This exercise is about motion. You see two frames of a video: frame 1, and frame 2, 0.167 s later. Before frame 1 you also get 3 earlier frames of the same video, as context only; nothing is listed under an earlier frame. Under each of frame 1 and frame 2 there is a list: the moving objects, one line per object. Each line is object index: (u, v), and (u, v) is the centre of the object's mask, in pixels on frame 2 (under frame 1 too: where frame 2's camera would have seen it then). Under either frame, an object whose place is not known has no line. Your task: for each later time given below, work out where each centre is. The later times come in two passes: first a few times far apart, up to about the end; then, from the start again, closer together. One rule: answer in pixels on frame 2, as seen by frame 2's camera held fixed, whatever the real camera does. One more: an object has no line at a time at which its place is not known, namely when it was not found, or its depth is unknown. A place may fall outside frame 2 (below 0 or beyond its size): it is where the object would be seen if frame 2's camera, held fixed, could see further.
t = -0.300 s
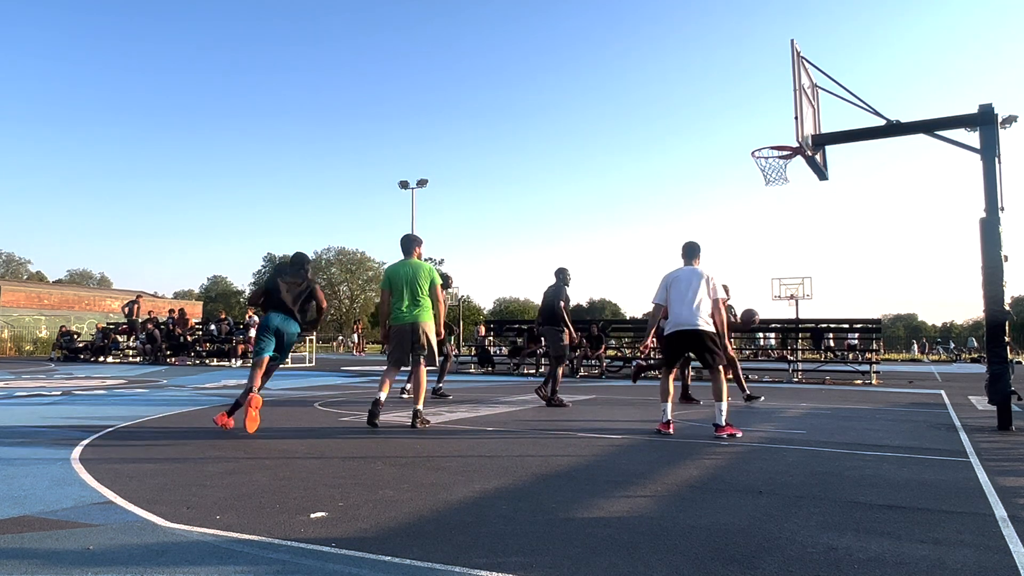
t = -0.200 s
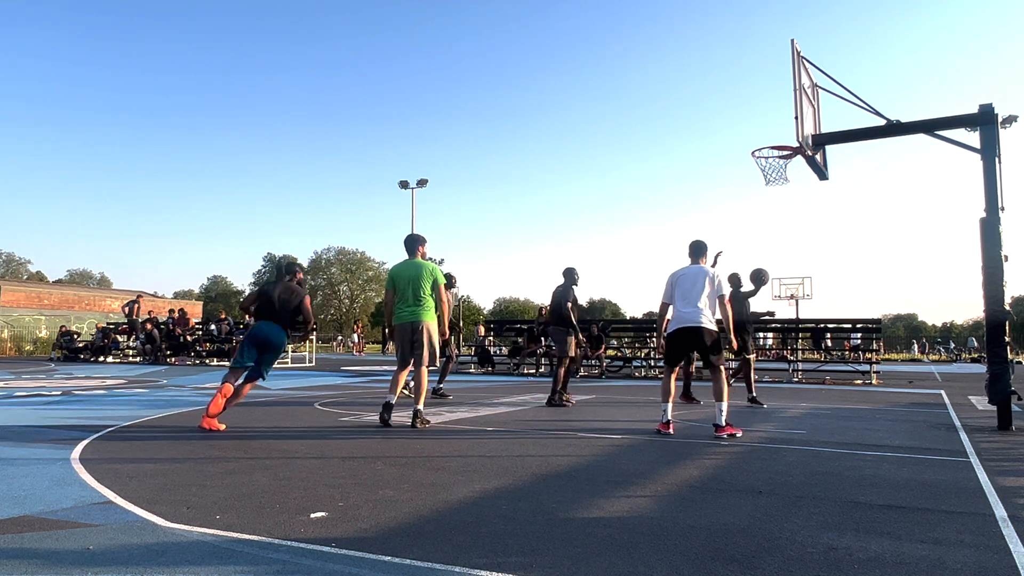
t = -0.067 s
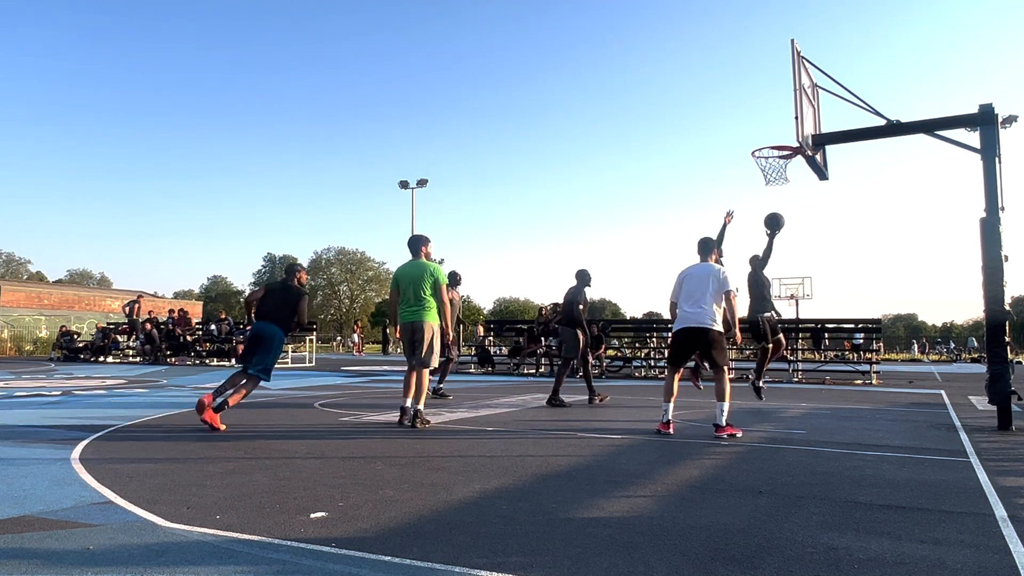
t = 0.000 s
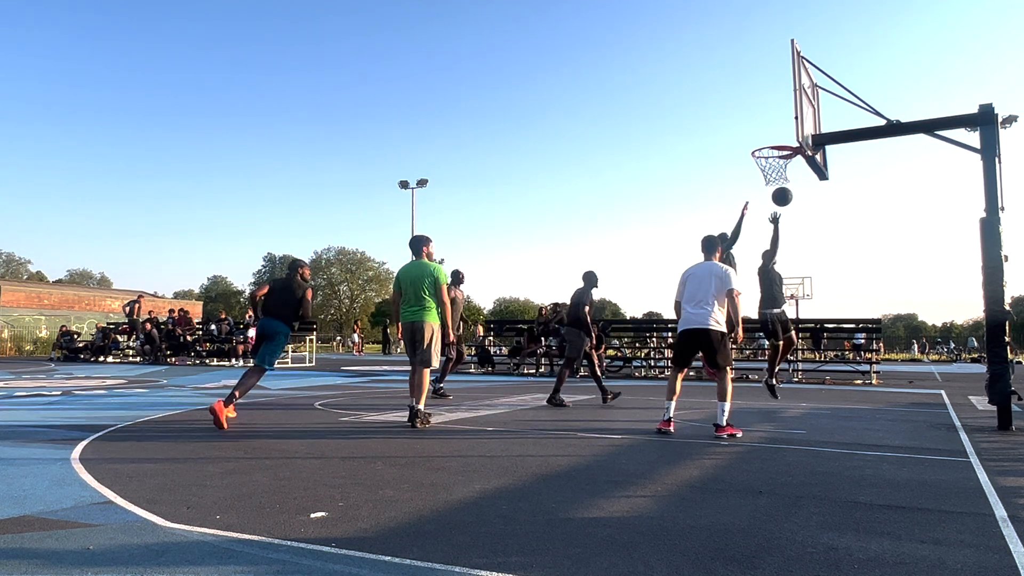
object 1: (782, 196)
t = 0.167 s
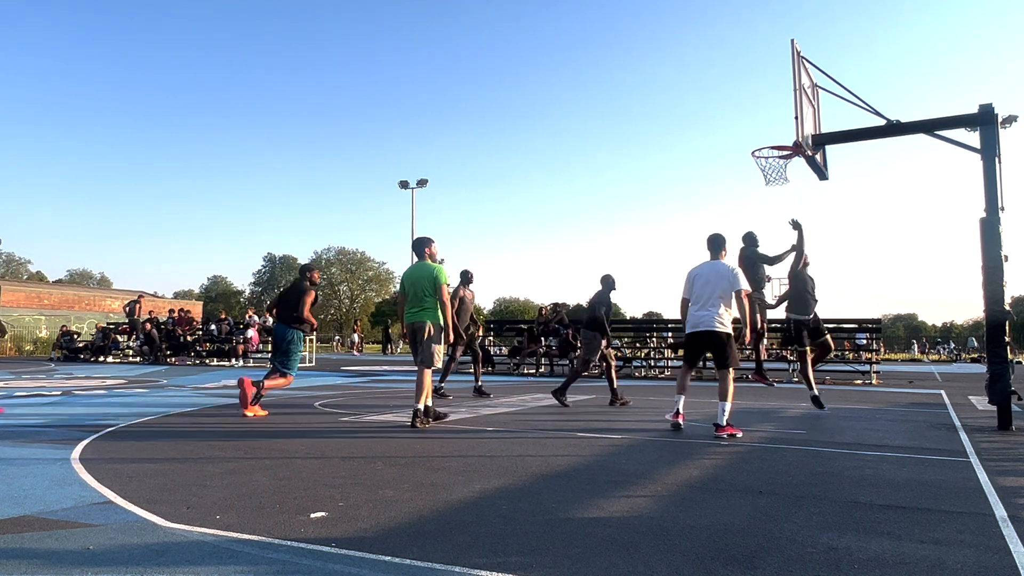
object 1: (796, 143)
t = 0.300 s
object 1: (788, 136)
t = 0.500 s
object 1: (763, 149)
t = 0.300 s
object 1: (788, 136)
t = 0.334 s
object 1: (784, 136)
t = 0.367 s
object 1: (780, 136)
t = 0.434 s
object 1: (772, 139)
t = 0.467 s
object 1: (768, 144)
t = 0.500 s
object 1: (763, 149)
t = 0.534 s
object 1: (760, 155)
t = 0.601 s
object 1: (752, 168)
